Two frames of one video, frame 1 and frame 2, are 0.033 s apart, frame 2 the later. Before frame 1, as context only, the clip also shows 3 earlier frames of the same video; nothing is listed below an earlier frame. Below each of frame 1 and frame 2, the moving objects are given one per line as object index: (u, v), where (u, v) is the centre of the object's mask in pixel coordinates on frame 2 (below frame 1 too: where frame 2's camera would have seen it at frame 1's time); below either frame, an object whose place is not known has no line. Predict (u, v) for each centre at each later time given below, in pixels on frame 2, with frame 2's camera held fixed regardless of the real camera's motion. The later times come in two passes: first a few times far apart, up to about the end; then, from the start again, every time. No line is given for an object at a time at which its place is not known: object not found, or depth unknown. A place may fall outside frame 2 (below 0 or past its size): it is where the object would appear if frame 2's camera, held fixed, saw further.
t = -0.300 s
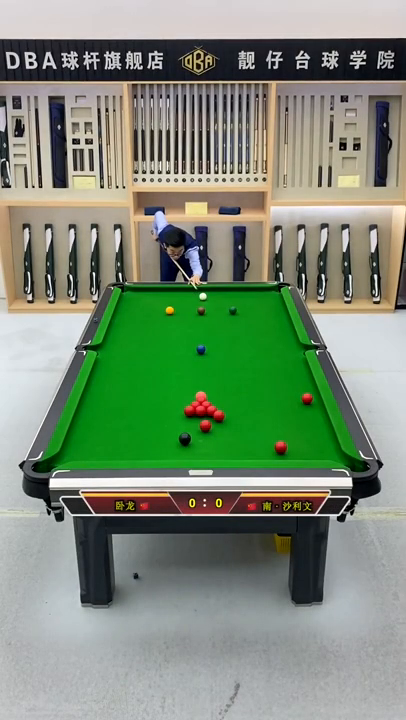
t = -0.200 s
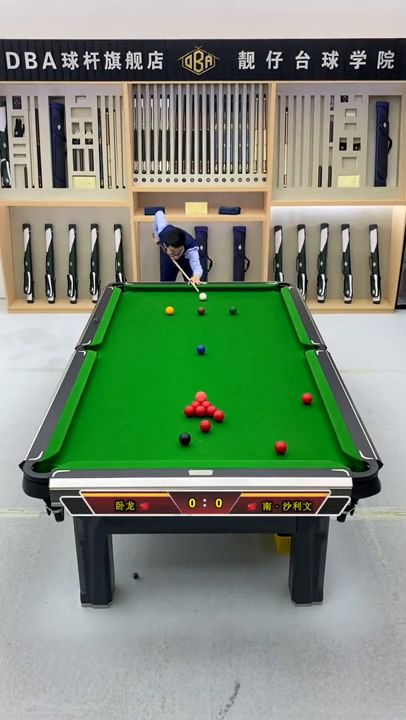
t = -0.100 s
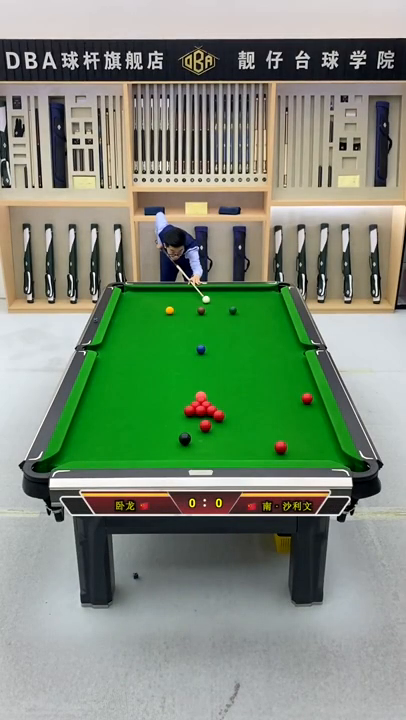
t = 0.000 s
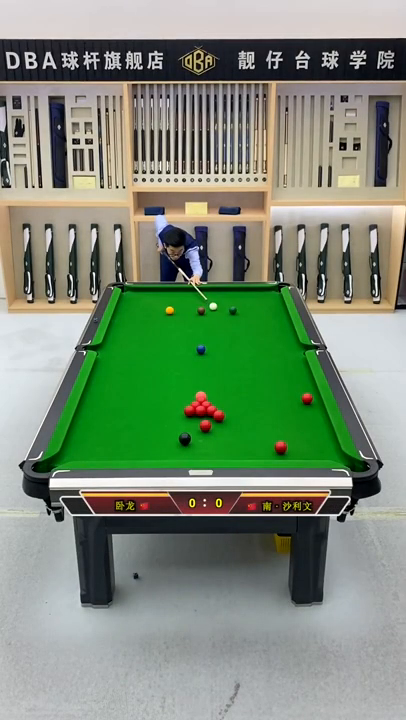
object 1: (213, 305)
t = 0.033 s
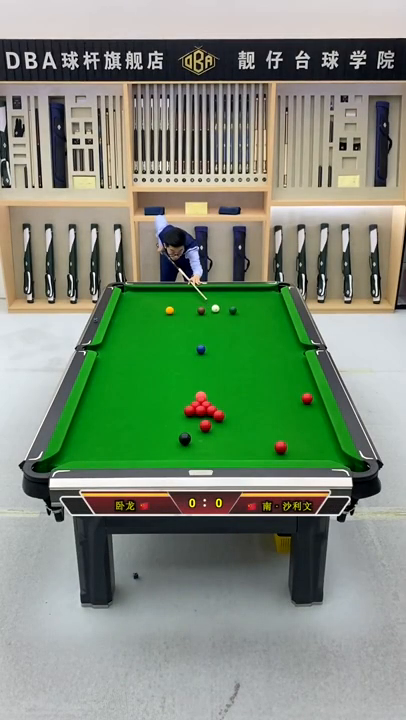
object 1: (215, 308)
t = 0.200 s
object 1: (226, 319)
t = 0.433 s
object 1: (243, 335)
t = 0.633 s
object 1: (260, 351)
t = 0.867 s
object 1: (281, 371)
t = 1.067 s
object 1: (302, 391)
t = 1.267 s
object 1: (316, 397)
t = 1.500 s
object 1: (308, 401)
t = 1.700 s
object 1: (302, 404)
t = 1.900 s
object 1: (297, 408)
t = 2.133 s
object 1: (291, 411)
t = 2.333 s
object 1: (286, 414)
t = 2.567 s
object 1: (281, 416)
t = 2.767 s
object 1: (277, 418)
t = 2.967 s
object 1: (274, 420)
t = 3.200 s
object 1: (271, 422)
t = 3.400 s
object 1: (268, 423)
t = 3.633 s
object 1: (267, 424)
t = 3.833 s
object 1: (266, 424)
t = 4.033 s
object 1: (266, 425)
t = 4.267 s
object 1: (266, 425)
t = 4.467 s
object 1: (266, 425)
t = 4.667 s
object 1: (266, 425)
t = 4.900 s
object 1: (266, 425)
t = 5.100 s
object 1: (266, 425)
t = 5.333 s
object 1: (266, 425)
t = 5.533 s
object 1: (266, 425)
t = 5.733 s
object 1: (266, 425)
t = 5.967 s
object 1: (266, 425)
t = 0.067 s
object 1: (217, 310)
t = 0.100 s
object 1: (219, 312)
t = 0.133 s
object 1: (221, 314)
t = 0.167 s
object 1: (224, 316)
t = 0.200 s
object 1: (226, 319)
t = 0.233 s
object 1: (228, 321)
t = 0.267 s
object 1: (231, 323)
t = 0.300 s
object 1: (233, 325)
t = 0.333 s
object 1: (236, 328)
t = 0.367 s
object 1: (238, 330)
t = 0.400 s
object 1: (241, 332)
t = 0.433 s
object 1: (243, 335)
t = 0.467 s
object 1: (246, 337)
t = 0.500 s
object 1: (249, 340)
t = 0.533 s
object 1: (251, 343)
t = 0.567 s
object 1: (254, 345)
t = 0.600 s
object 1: (257, 348)
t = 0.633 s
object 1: (260, 351)
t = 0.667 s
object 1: (263, 354)
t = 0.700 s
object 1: (266, 356)
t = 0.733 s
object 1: (269, 359)
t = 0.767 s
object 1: (272, 362)
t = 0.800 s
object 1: (275, 365)
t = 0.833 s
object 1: (278, 368)
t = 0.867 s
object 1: (281, 371)
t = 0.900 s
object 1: (285, 375)
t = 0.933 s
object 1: (288, 378)
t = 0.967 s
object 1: (291, 381)
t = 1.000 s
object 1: (295, 384)
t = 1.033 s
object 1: (298, 388)
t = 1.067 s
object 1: (302, 391)
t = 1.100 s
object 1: (304, 392)
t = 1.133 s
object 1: (307, 393)
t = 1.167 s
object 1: (309, 394)
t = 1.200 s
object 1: (311, 395)
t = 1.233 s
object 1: (313, 396)
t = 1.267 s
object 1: (316, 397)
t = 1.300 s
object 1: (314, 397)
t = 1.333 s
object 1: (313, 398)
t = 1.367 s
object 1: (312, 399)
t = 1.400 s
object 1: (311, 400)
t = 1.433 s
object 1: (310, 400)
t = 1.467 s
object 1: (309, 401)
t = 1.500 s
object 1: (308, 401)
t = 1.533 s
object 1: (307, 402)
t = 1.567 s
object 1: (306, 402)
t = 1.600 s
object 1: (305, 403)
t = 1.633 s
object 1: (304, 403)
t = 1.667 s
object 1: (303, 404)
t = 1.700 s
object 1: (302, 404)
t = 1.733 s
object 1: (301, 405)
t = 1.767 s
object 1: (300, 406)
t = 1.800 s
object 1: (299, 406)
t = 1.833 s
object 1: (298, 406)
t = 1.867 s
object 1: (297, 407)
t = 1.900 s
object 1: (297, 408)
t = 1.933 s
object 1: (296, 408)
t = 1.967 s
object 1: (295, 409)
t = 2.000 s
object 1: (294, 409)
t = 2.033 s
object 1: (293, 409)
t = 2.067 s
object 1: (292, 410)
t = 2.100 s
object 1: (292, 410)
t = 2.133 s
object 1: (291, 411)
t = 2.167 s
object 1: (290, 411)
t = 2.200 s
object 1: (289, 412)
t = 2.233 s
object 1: (288, 412)
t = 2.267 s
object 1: (287, 413)
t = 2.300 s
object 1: (287, 413)
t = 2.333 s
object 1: (286, 414)
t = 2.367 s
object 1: (285, 414)
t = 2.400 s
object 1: (284, 414)
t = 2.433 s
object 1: (284, 415)
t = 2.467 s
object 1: (283, 415)
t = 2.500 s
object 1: (282, 416)
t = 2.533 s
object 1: (281, 416)
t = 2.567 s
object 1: (281, 416)
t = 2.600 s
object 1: (280, 417)
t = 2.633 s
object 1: (280, 417)
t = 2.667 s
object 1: (279, 417)
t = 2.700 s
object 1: (278, 418)
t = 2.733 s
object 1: (278, 418)
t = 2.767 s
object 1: (277, 418)
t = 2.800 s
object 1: (277, 419)
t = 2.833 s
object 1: (276, 419)
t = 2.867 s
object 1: (275, 419)
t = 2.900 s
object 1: (275, 420)
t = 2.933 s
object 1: (274, 420)
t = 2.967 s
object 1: (274, 420)
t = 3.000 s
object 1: (273, 420)
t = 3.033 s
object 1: (273, 421)
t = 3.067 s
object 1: (272, 421)
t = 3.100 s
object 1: (272, 421)
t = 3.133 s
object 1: (271, 421)
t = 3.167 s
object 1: (271, 422)
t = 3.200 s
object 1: (271, 422)
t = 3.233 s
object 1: (270, 422)
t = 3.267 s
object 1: (270, 422)
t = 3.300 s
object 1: (269, 423)
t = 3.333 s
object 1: (269, 422)
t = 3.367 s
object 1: (269, 423)
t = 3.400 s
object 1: (268, 423)
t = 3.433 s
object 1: (268, 423)
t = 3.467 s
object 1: (268, 423)
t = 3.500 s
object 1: (268, 423)
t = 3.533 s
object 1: (267, 424)
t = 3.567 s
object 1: (267, 424)
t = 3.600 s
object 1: (267, 424)
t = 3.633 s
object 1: (267, 424)
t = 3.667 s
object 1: (266, 424)
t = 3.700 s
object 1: (266, 424)
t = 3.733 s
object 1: (266, 424)
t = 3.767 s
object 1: (266, 424)
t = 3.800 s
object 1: (266, 424)
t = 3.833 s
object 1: (266, 424)
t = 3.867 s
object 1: (266, 424)
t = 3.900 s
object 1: (266, 424)
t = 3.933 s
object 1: (266, 425)
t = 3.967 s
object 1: (266, 425)
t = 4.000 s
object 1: (266, 425)
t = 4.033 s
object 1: (266, 425)
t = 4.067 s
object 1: (266, 425)
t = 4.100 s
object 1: (266, 425)
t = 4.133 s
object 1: (266, 425)
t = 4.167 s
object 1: (266, 425)
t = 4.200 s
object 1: (266, 425)
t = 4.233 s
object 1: (266, 425)
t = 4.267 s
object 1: (266, 425)
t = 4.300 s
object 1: (266, 425)
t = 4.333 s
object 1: (266, 425)
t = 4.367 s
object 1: (266, 425)
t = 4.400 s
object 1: (266, 425)
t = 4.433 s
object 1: (266, 425)
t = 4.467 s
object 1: (266, 425)
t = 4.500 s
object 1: (266, 425)
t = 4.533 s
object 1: (266, 425)
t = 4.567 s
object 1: (266, 425)
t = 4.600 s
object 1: (266, 425)
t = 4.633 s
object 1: (266, 425)
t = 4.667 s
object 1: (266, 425)
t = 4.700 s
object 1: (266, 425)
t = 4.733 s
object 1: (266, 425)
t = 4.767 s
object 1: (266, 425)
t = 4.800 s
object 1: (266, 425)
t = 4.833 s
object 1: (266, 425)
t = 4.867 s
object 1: (266, 425)
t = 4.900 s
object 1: (266, 425)
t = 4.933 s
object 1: (266, 425)
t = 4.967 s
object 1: (266, 425)
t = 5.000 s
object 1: (266, 425)
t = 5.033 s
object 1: (266, 425)
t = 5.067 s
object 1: (266, 425)
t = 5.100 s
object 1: (266, 425)
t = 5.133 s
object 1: (266, 425)
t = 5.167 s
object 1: (266, 425)
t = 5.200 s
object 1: (266, 425)
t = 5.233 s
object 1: (266, 425)
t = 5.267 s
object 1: (266, 425)
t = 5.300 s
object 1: (266, 425)
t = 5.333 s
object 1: (266, 425)
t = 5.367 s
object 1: (266, 425)
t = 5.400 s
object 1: (266, 425)
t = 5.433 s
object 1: (266, 425)
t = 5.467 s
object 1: (266, 425)
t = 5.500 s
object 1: (266, 425)
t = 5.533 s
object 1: (266, 425)
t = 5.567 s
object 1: (266, 425)
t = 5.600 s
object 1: (266, 425)
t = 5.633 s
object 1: (266, 425)
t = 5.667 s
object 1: (266, 425)
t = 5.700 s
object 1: (266, 425)
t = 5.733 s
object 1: (266, 425)
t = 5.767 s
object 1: (266, 425)
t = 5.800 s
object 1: (265, 425)
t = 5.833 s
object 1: (266, 425)
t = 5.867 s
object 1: (266, 425)
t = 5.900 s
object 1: (266, 425)
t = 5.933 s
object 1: (266, 425)
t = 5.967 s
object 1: (266, 425)
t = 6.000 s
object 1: (266, 425)
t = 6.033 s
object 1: (266, 425)
